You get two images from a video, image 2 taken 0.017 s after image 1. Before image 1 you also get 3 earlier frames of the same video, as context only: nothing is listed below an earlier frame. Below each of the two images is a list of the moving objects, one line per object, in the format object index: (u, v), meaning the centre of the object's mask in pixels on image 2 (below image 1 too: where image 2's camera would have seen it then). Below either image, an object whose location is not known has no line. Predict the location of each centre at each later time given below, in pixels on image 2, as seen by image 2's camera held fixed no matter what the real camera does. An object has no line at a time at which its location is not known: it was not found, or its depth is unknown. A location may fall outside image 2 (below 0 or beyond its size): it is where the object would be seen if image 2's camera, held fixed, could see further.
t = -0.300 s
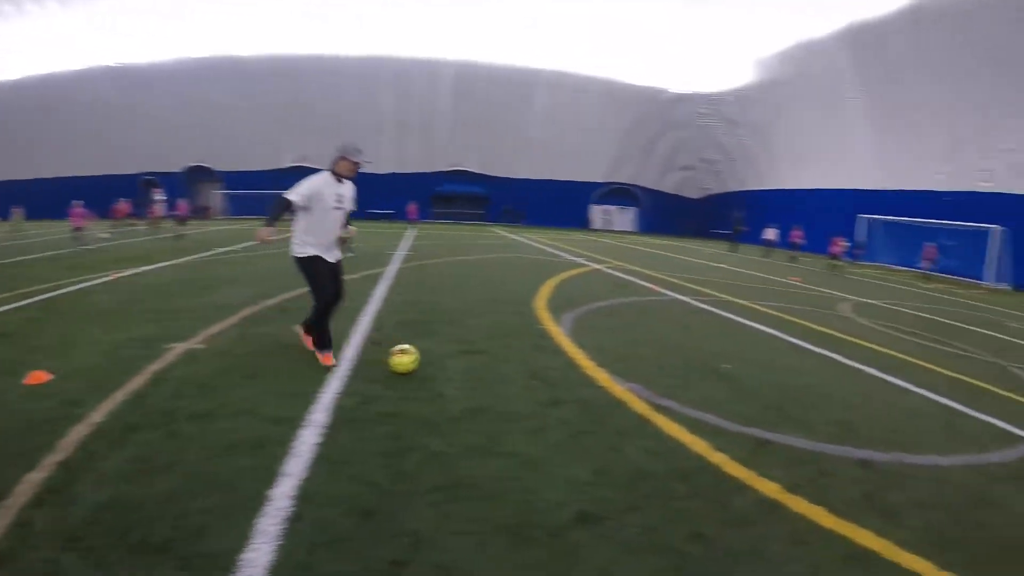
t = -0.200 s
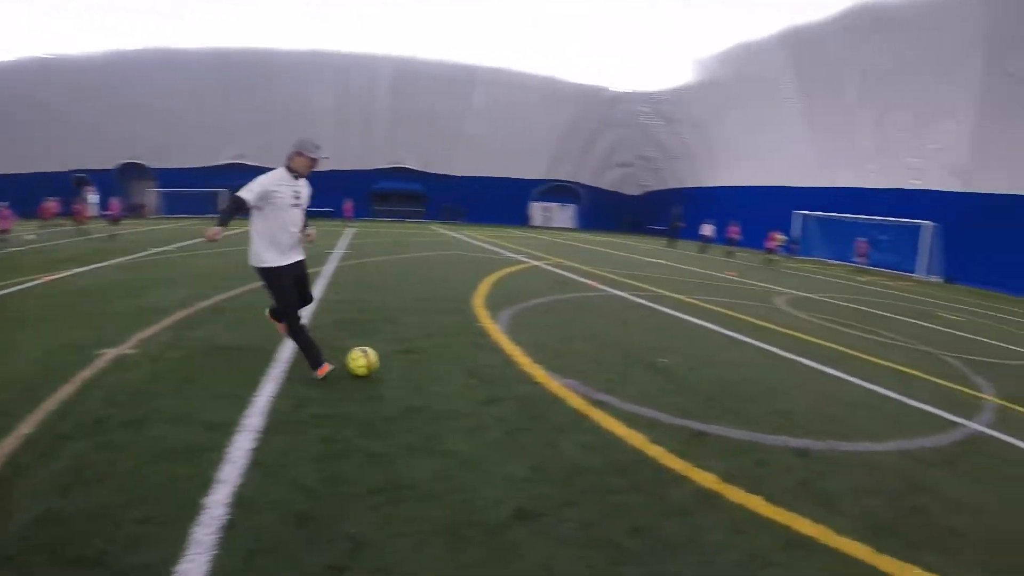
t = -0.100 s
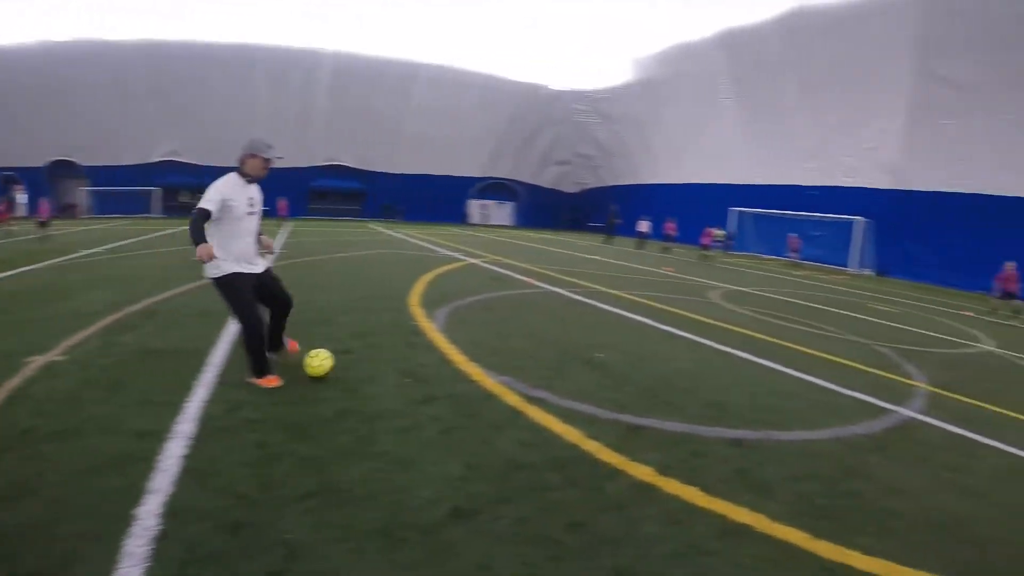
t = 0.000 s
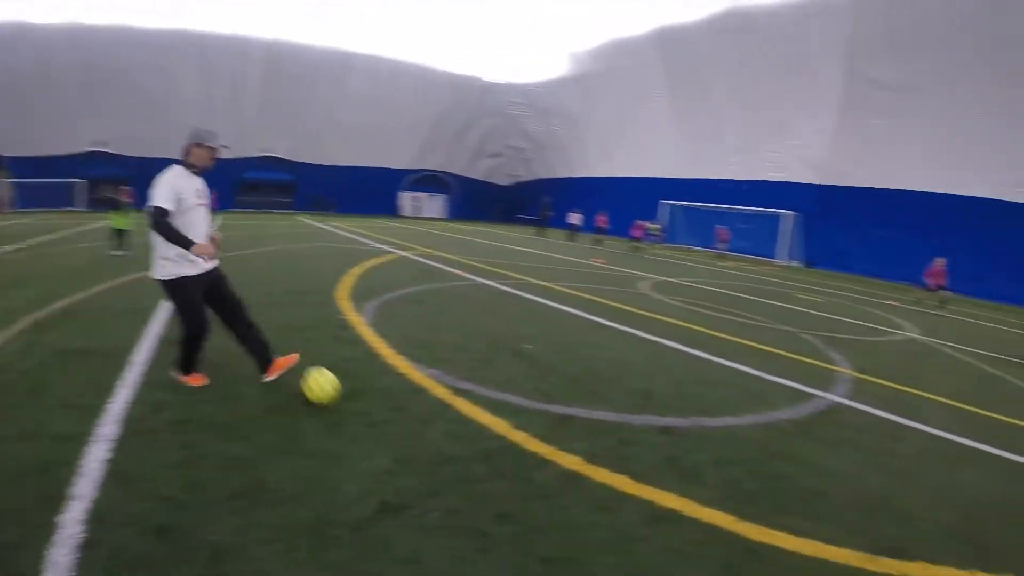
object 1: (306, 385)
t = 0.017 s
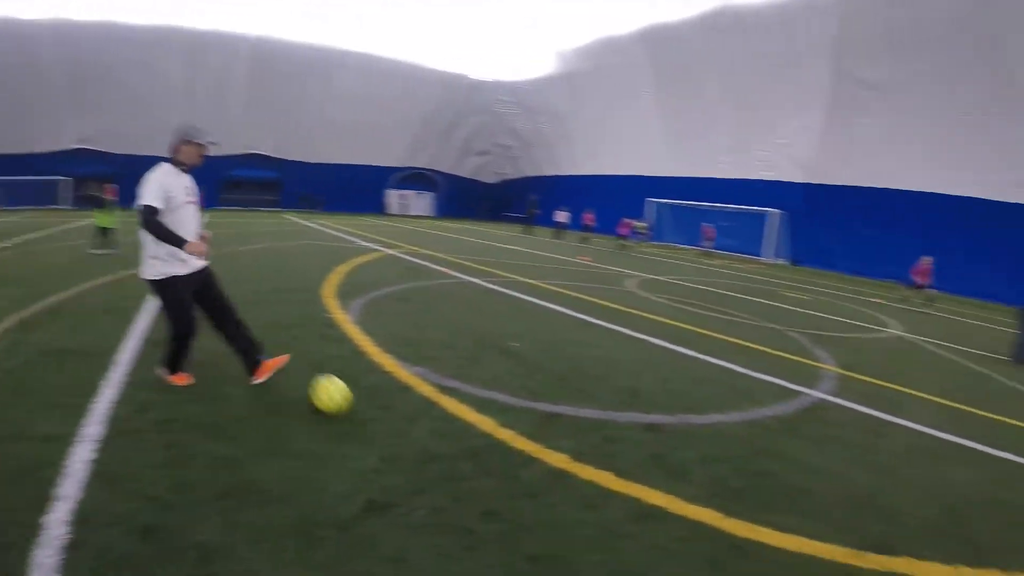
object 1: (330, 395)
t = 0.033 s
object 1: (357, 405)
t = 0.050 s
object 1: (386, 417)
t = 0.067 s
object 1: (416, 427)
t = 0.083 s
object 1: (448, 437)
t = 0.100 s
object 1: (483, 447)
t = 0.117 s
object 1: (520, 459)
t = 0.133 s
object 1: (560, 470)
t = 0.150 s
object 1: (599, 481)
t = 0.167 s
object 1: (645, 492)
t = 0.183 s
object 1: (688, 500)
